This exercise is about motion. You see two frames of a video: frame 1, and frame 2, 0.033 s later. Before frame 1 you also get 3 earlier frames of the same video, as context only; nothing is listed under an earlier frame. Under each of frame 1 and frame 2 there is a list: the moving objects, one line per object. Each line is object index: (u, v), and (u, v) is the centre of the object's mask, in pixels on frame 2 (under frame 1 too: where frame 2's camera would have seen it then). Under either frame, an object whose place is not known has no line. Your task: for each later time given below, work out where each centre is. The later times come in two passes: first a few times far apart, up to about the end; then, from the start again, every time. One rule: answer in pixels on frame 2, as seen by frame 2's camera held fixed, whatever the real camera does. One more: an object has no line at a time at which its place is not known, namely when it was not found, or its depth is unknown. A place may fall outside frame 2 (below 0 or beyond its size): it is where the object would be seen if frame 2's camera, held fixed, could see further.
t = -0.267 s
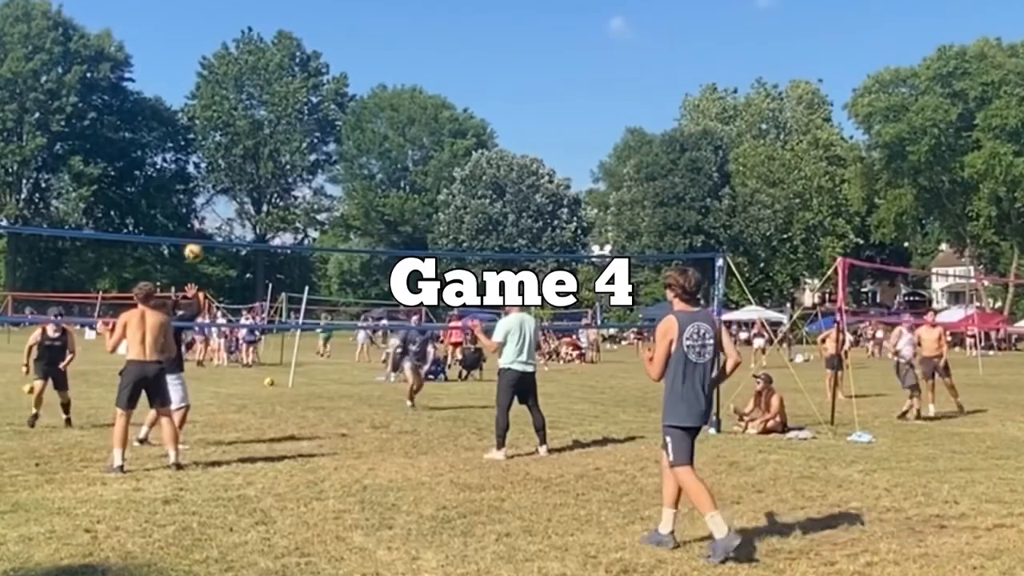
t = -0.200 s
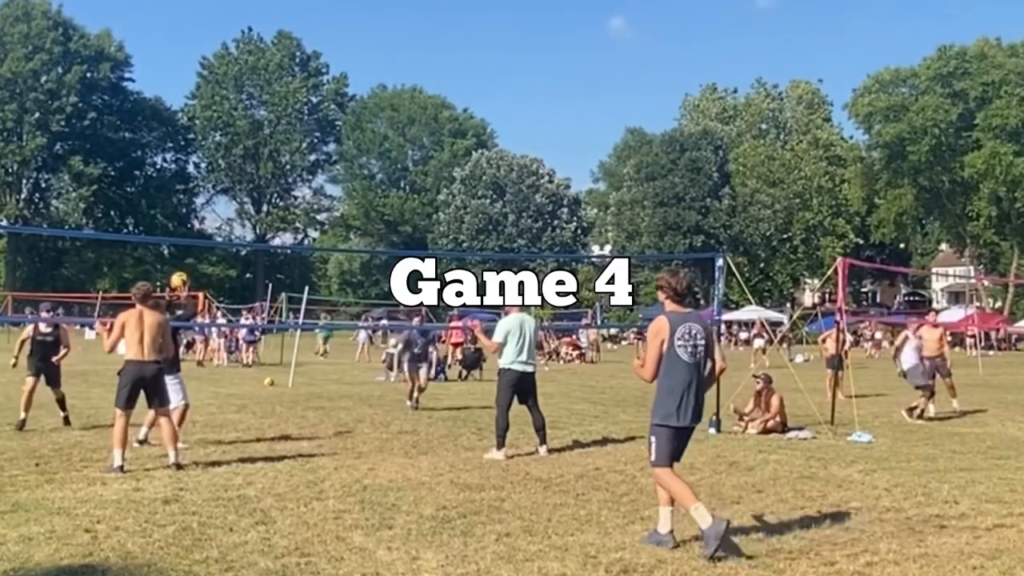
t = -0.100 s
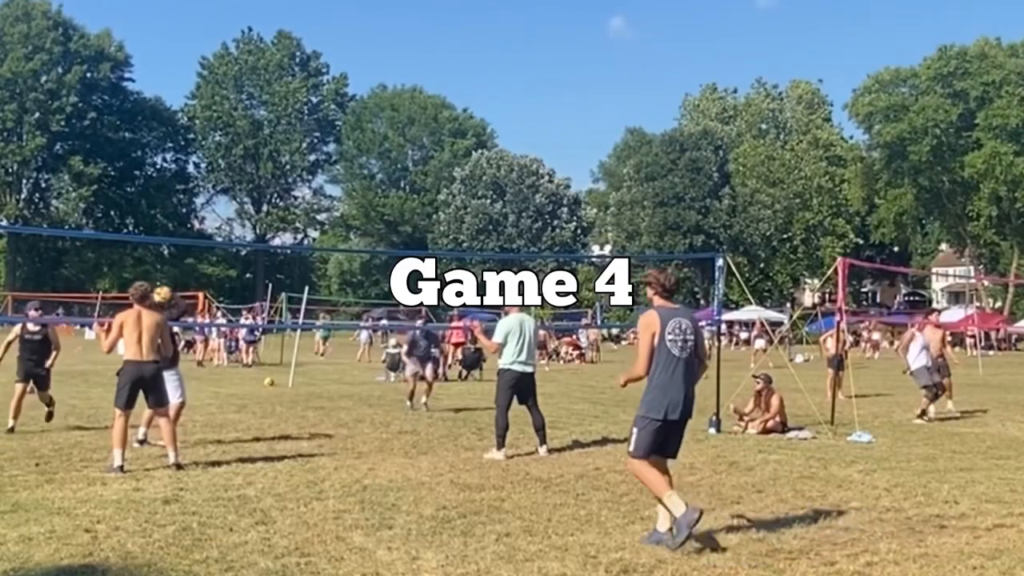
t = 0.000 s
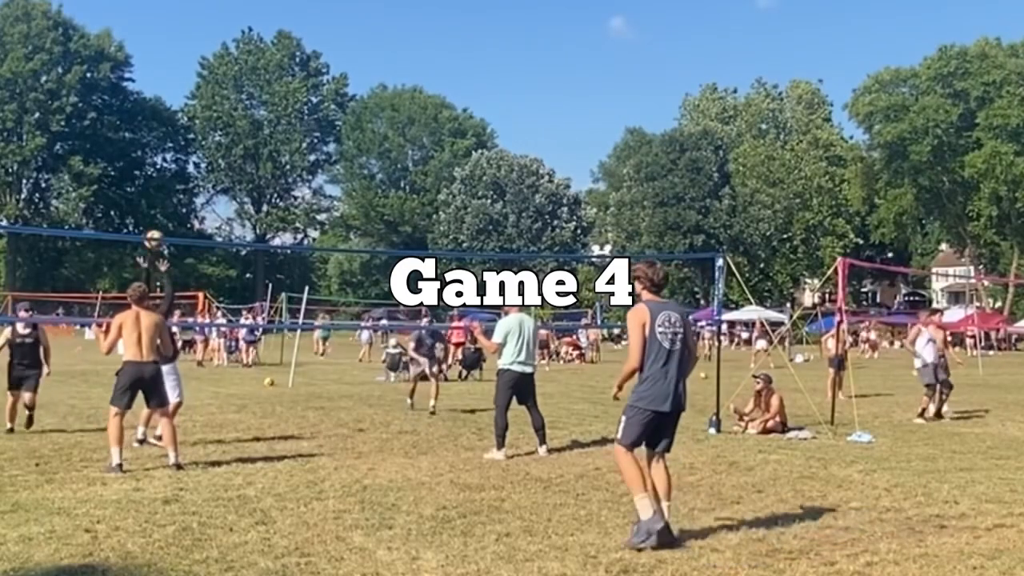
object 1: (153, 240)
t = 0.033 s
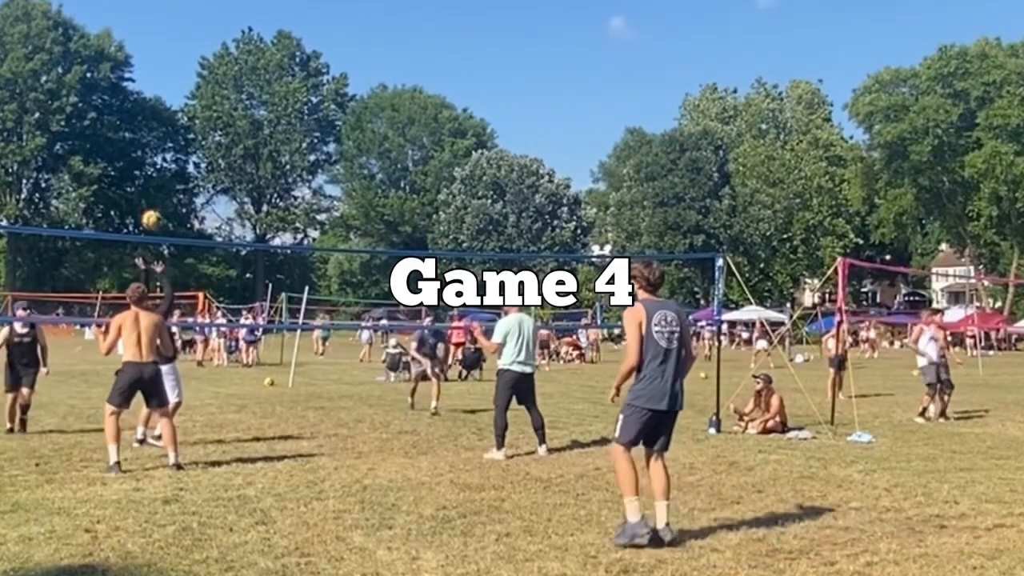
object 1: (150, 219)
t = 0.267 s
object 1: (132, 105)
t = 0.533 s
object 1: (111, 33)
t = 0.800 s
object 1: (89, 22)
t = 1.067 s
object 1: (64, 77)
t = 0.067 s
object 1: (149, 201)
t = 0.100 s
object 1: (145, 182)
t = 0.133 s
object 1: (142, 165)
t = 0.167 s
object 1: (139, 148)
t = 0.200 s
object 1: (136, 133)
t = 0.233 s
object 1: (134, 119)
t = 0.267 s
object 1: (132, 105)
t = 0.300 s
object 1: (128, 93)
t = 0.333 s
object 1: (127, 82)
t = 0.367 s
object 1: (124, 72)
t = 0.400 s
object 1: (121, 62)
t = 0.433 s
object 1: (119, 54)
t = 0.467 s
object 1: (116, 46)
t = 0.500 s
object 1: (114, 40)
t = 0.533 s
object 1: (111, 33)
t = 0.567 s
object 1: (108, 28)
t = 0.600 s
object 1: (106, 25)
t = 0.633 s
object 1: (103, 22)
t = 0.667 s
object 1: (100, 20)
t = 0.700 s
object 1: (97, 19)
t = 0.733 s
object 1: (94, 19)
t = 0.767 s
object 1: (91, 20)
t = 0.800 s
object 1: (89, 22)
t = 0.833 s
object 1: (86, 25)
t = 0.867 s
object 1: (83, 29)
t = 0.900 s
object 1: (79, 34)
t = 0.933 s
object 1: (76, 39)
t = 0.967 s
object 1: (72, 46)
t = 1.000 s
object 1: (69, 55)
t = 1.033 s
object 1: (66, 65)
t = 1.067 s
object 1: (64, 77)
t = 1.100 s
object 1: (60, 88)
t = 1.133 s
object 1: (57, 101)
